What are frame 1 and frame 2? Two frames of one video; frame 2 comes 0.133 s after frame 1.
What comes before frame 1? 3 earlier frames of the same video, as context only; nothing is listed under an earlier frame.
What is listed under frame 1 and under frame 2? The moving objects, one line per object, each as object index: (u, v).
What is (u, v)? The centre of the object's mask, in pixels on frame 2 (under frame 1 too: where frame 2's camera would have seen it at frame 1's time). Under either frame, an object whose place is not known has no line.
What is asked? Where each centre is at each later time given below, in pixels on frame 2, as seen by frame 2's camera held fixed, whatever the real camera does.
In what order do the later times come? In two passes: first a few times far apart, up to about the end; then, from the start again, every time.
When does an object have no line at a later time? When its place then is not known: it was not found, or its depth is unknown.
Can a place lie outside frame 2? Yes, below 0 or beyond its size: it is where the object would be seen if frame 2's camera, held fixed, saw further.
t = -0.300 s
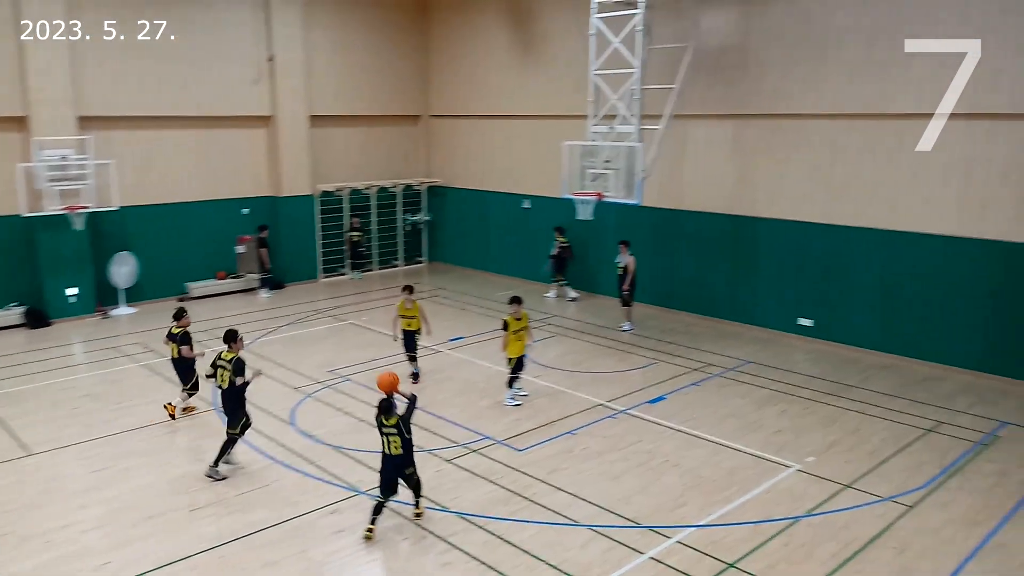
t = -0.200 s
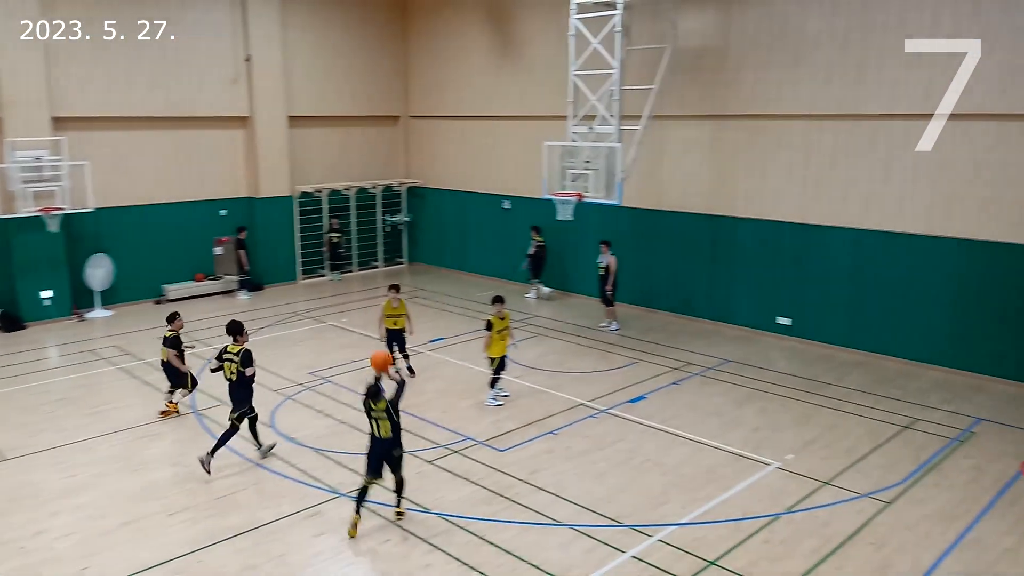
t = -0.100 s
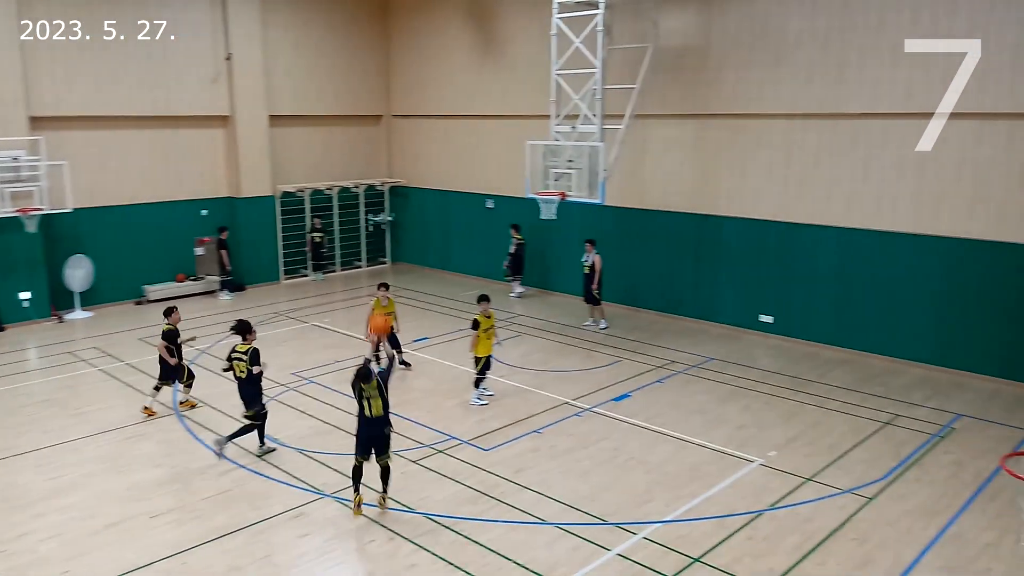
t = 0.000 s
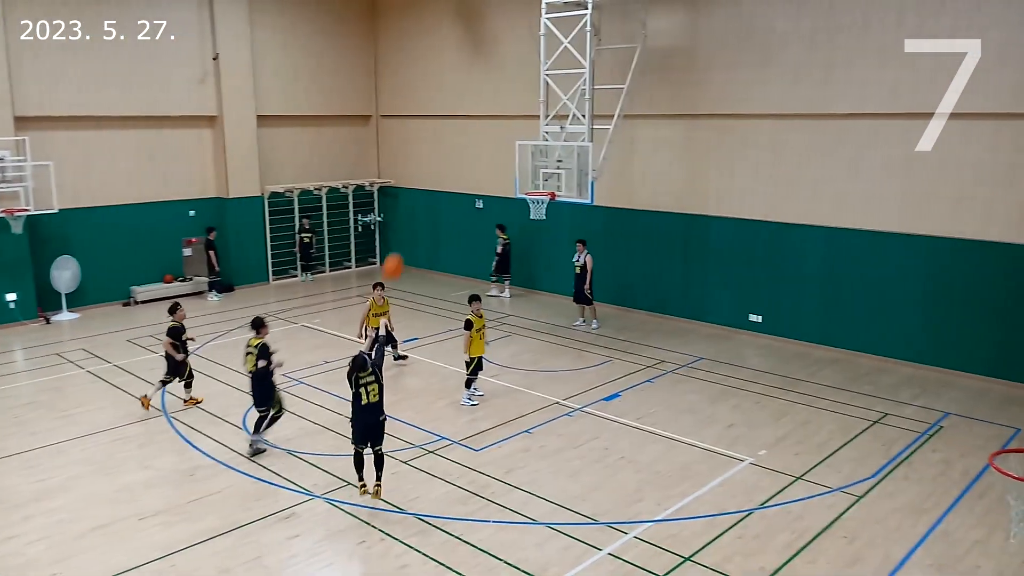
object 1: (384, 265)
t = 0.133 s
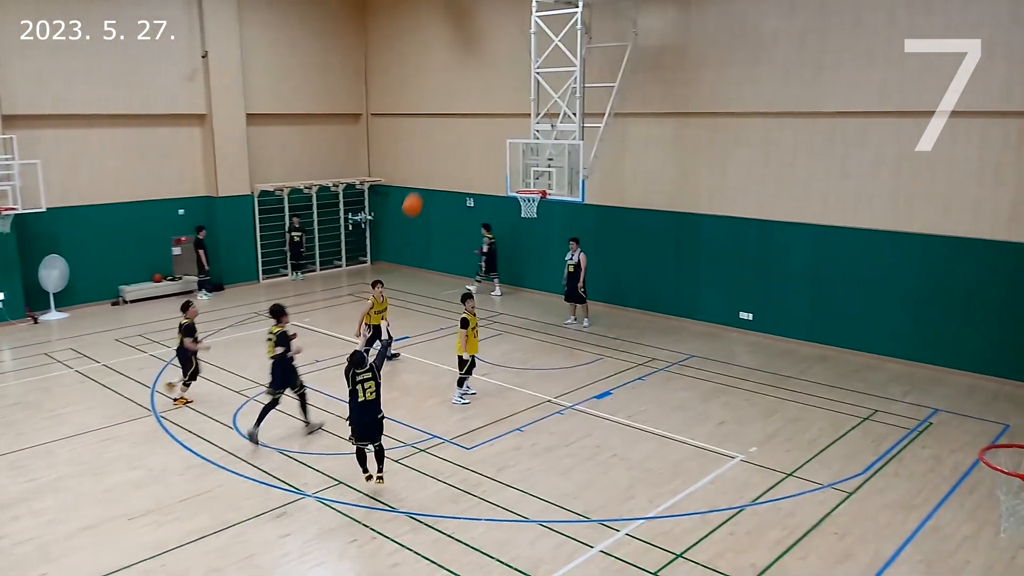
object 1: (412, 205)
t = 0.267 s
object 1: (438, 165)
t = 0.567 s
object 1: (485, 134)
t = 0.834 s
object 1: (517, 155)
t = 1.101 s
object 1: (526, 180)
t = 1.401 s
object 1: (554, 146)
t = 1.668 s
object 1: (559, 172)
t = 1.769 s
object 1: (558, 194)
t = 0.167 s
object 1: (419, 195)
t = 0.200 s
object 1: (426, 184)
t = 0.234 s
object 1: (433, 174)
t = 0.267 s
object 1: (438, 165)
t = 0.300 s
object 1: (445, 158)
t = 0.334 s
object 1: (450, 152)
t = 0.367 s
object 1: (456, 147)
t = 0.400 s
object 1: (461, 142)
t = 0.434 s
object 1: (466, 139)
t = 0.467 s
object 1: (471, 137)
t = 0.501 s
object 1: (476, 135)
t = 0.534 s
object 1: (481, 134)
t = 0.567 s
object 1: (485, 134)
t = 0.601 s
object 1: (490, 134)
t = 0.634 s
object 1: (494, 136)
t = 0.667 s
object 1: (498, 138)
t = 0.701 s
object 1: (502, 140)
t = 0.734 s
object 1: (506, 143)
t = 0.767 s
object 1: (509, 147)
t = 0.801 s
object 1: (513, 151)
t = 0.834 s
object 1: (517, 155)
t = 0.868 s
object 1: (520, 161)
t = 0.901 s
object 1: (523, 167)
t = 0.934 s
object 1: (526, 173)
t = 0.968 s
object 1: (530, 179)
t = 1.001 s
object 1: (533, 187)
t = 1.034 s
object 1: (527, 188)
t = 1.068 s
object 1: (523, 187)
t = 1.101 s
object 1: (526, 180)
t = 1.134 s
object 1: (528, 174)
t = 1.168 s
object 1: (532, 168)
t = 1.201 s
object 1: (535, 163)
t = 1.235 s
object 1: (538, 159)
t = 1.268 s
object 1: (542, 155)
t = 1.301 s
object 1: (545, 152)
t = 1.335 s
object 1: (548, 150)
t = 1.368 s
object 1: (551, 148)
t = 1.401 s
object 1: (554, 146)
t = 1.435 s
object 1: (557, 145)
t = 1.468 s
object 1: (559, 146)
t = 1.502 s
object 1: (559, 149)
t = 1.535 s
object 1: (559, 152)
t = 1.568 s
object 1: (559, 156)
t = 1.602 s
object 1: (559, 161)
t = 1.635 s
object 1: (559, 166)
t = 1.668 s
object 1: (559, 172)
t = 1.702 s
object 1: (559, 179)
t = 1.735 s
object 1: (559, 186)
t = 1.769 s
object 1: (558, 194)
